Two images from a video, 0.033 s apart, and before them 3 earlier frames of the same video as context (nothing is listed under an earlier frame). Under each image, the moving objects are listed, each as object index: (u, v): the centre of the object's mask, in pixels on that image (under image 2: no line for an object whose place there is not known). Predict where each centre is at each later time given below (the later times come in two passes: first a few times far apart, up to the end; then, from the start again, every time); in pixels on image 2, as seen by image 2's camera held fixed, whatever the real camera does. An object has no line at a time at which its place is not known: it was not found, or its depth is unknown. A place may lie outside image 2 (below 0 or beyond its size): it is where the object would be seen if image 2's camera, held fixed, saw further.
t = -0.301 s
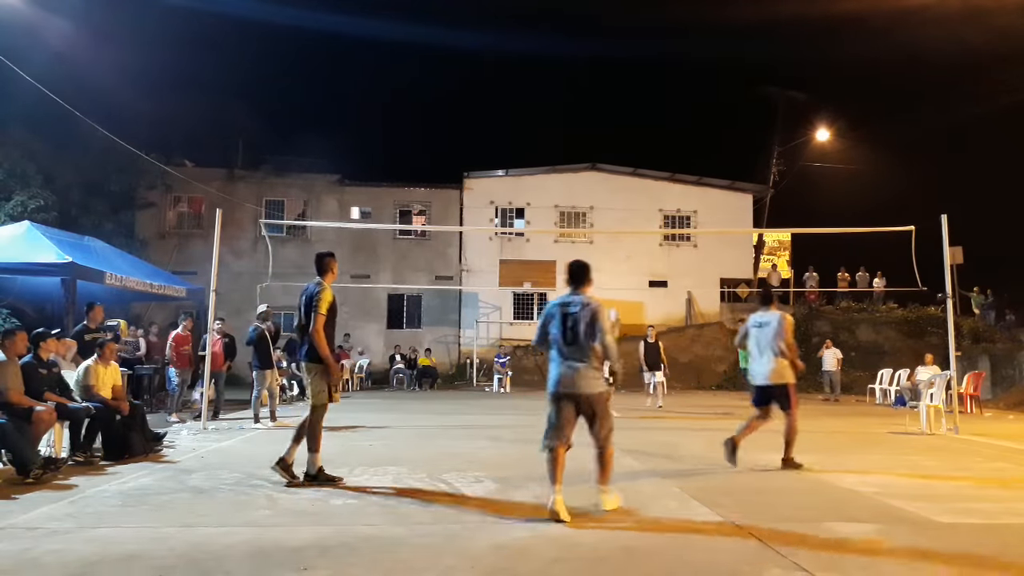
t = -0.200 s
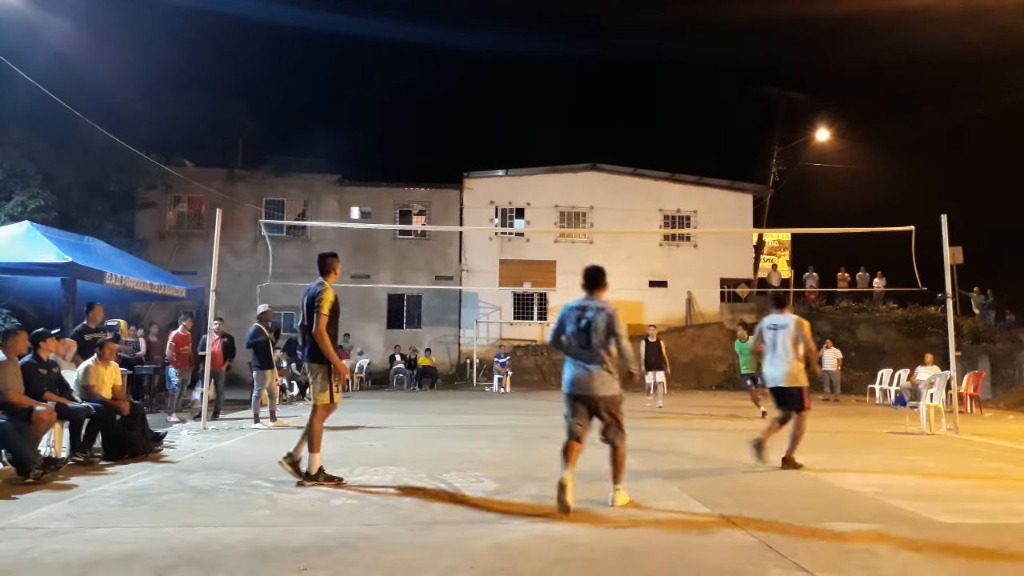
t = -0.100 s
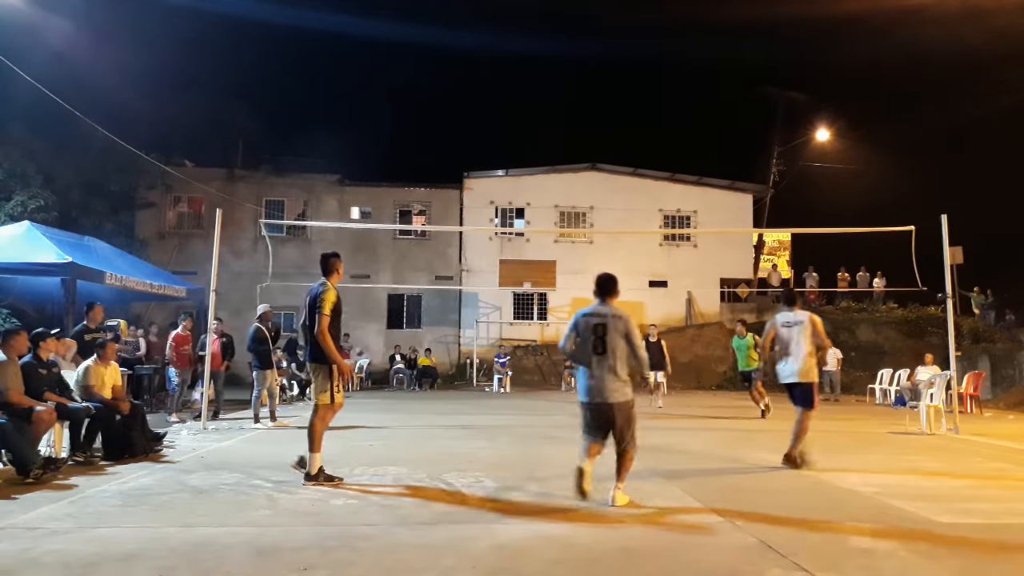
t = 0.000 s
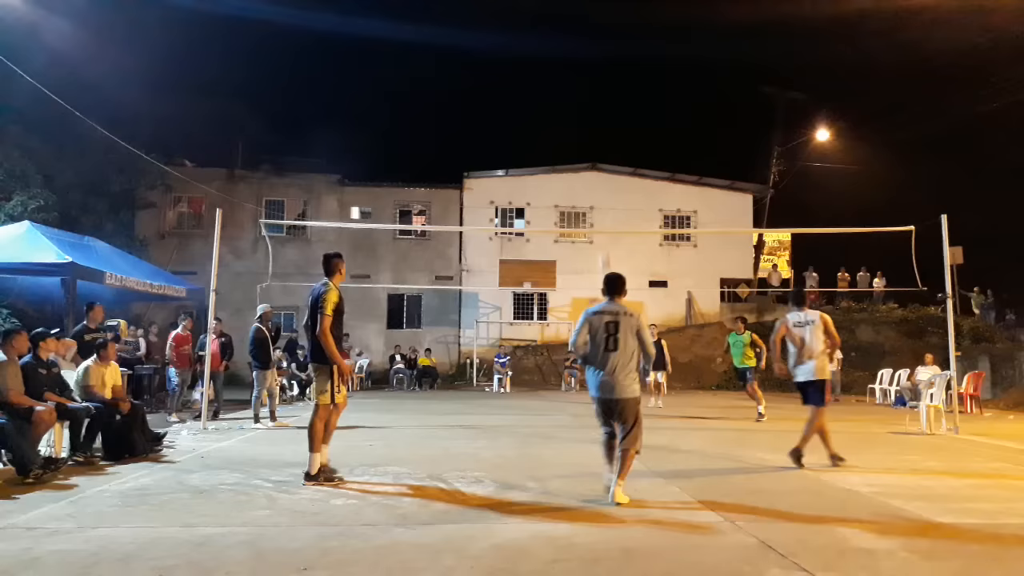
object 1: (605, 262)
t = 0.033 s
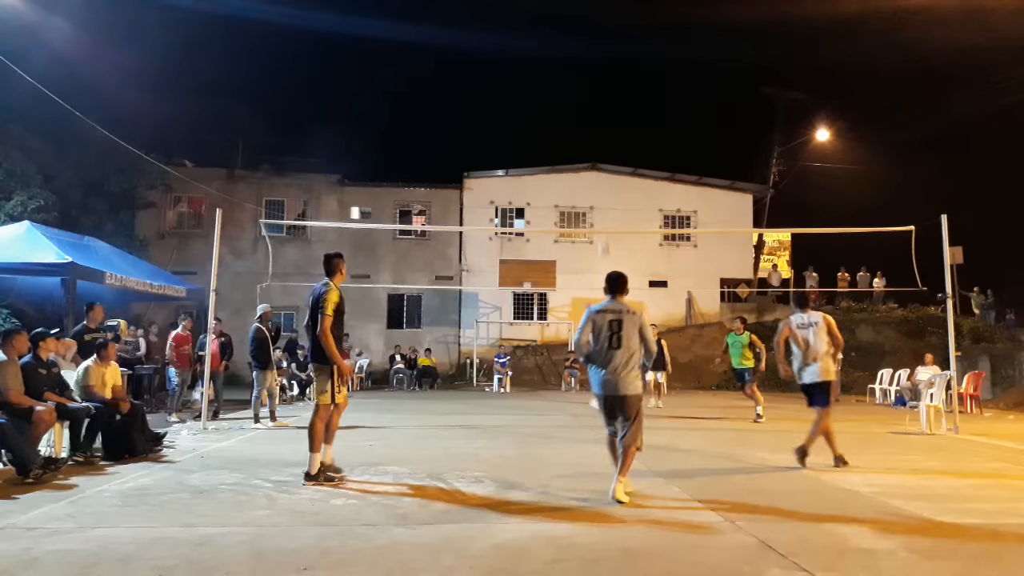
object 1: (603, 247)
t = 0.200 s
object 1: (601, 180)
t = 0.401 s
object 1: (600, 123)
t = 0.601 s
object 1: (598, 89)
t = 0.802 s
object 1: (596, 79)
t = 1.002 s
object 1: (593, 93)
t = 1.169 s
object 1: (591, 124)
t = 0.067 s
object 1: (601, 238)
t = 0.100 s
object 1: (601, 219)
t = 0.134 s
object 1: (602, 204)
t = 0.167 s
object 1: (601, 193)
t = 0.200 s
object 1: (601, 180)
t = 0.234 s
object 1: (602, 167)
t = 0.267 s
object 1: (602, 158)
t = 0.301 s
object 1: (601, 149)
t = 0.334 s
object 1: (601, 140)
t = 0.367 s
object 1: (601, 131)
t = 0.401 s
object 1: (600, 123)
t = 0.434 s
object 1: (600, 116)
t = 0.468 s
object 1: (599, 109)
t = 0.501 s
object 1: (599, 103)
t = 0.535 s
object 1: (598, 98)
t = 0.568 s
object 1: (598, 92)
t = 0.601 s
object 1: (598, 89)
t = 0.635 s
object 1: (597, 86)
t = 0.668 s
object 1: (597, 84)
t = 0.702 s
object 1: (597, 82)
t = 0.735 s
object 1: (596, 80)
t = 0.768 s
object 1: (596, 79)
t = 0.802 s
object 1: (596, 79)
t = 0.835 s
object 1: (595, 80)
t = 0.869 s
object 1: (594, 81)
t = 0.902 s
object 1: (594, 83)
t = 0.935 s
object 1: (594, 85)
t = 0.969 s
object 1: (593, 89)
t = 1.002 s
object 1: (593, 93)
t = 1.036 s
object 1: (592, 97)
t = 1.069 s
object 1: (592, 103)
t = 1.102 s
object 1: (591, 109)
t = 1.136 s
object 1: (591, 116)
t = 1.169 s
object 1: (591, 124)
